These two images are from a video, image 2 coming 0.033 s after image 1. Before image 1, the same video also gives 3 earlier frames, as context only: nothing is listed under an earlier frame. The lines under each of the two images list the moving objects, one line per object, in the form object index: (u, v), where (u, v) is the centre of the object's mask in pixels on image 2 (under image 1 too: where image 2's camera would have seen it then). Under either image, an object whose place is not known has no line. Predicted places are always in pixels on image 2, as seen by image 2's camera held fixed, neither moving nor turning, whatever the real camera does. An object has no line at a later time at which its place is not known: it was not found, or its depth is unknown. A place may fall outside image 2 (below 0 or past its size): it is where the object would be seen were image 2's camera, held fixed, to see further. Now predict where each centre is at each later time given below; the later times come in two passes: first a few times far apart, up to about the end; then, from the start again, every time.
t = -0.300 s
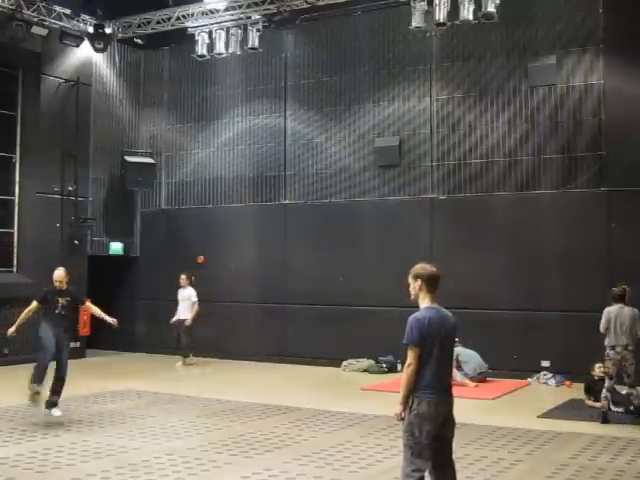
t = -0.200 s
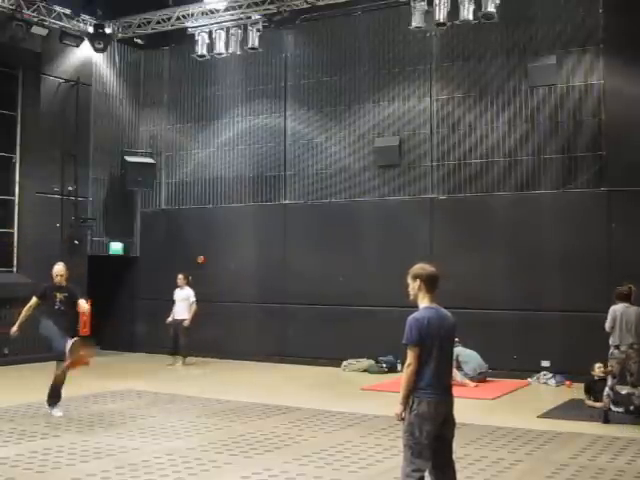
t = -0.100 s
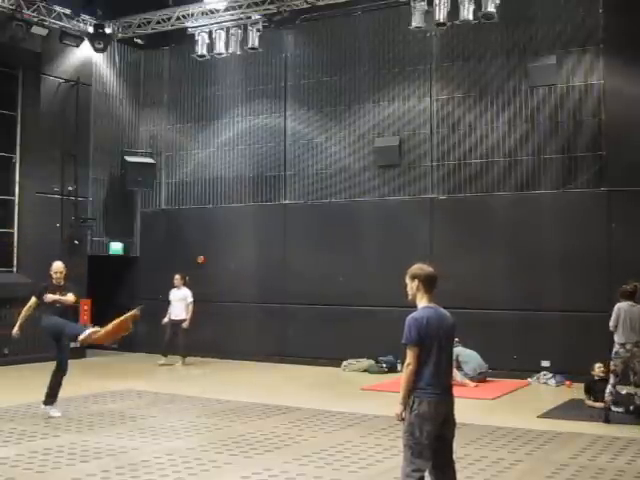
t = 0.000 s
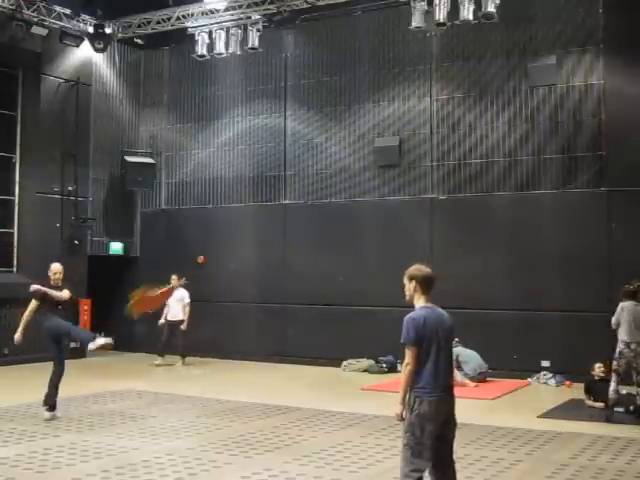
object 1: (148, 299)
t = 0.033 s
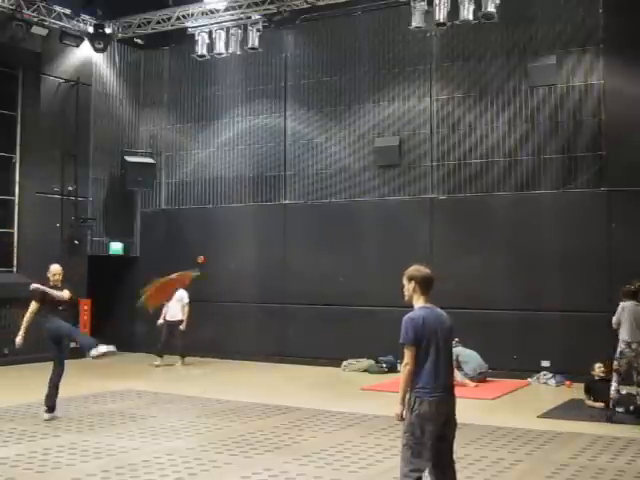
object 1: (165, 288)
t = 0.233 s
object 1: (244, 240)
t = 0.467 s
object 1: (320, 205)
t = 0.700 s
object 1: (372, 212)
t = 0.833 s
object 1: (393, 233)
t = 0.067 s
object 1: (179, 279)
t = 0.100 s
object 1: (196, 269)
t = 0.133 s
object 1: (206, 265)
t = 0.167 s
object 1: (218, 257)
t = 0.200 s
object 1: (232, 248)
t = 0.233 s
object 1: (244, 240)
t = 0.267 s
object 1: (257, 232)
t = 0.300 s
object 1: (267, 226)
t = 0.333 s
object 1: (277, 222)
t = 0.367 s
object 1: (291, 214)
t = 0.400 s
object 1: (300, 212)
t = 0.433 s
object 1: (310, 208)
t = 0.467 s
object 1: (320, 205)
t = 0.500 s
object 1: (328, 204)
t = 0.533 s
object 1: (336, 204)
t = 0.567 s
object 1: (343, 203)
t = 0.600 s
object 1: (350, 205)
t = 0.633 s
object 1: (357, 208)
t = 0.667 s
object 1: (365, 209)
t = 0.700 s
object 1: (372, 212)
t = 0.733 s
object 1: (378, 216)
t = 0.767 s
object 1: (383, 221)
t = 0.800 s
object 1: (389, 226)
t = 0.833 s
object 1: (393, 233)
